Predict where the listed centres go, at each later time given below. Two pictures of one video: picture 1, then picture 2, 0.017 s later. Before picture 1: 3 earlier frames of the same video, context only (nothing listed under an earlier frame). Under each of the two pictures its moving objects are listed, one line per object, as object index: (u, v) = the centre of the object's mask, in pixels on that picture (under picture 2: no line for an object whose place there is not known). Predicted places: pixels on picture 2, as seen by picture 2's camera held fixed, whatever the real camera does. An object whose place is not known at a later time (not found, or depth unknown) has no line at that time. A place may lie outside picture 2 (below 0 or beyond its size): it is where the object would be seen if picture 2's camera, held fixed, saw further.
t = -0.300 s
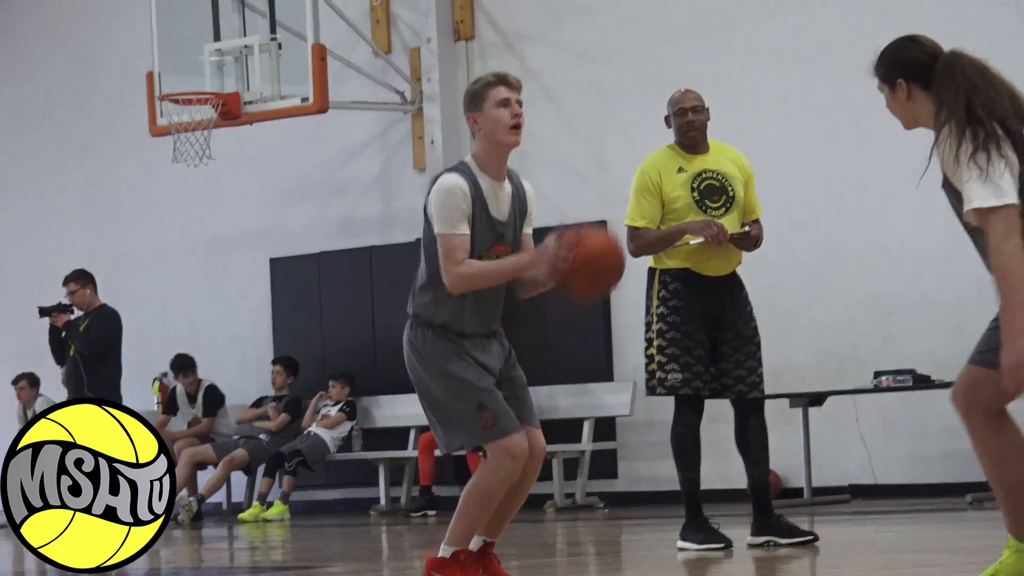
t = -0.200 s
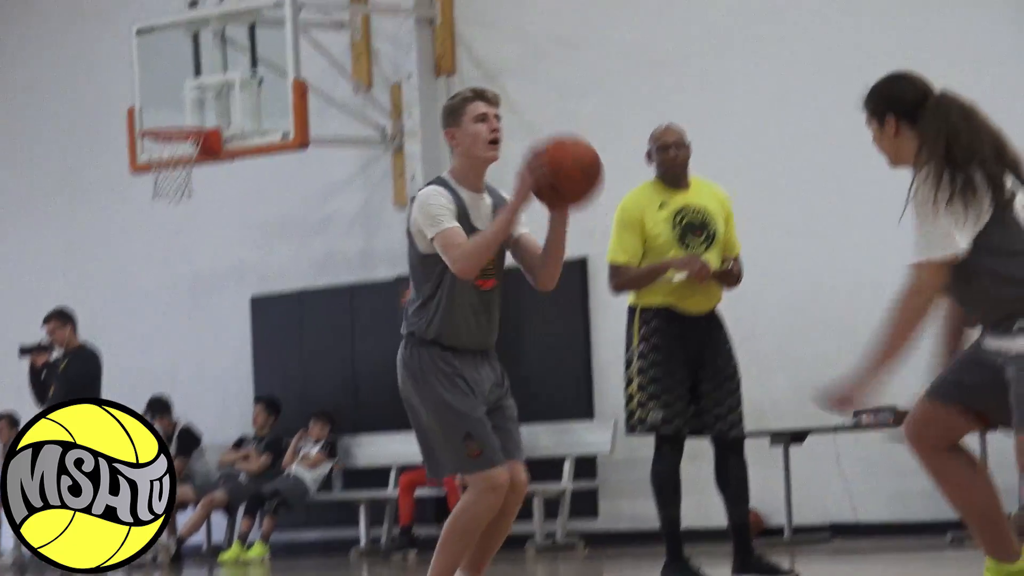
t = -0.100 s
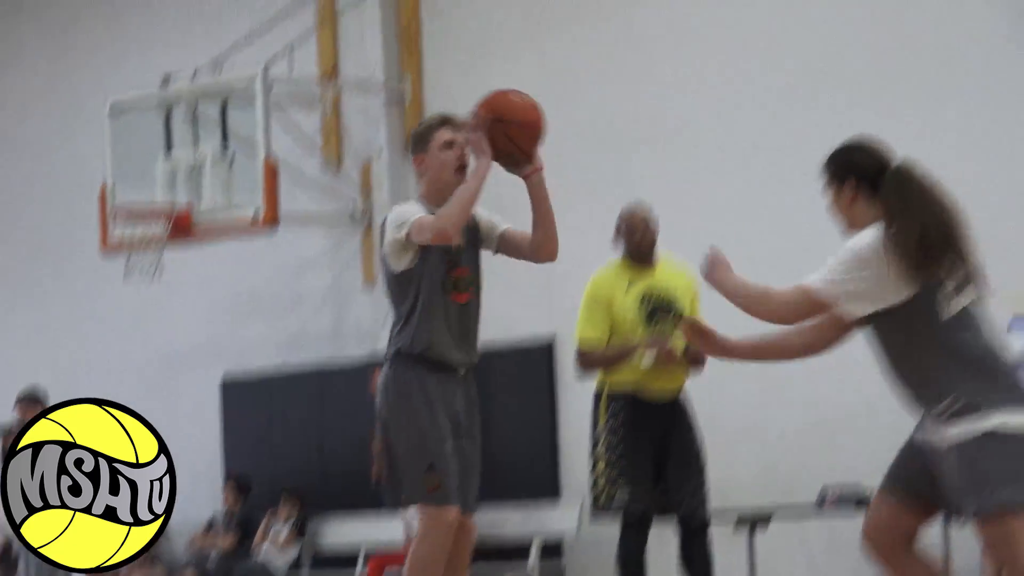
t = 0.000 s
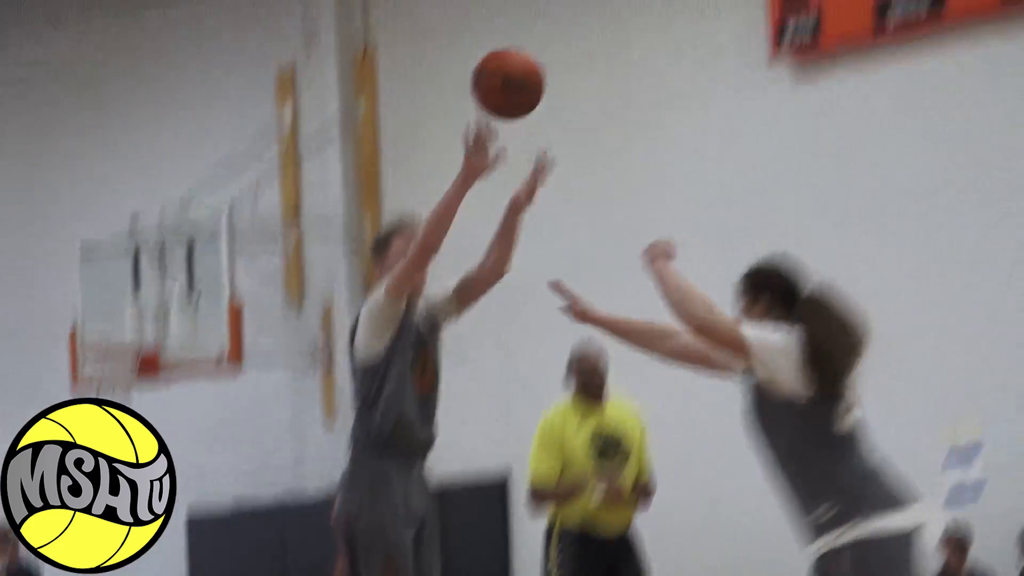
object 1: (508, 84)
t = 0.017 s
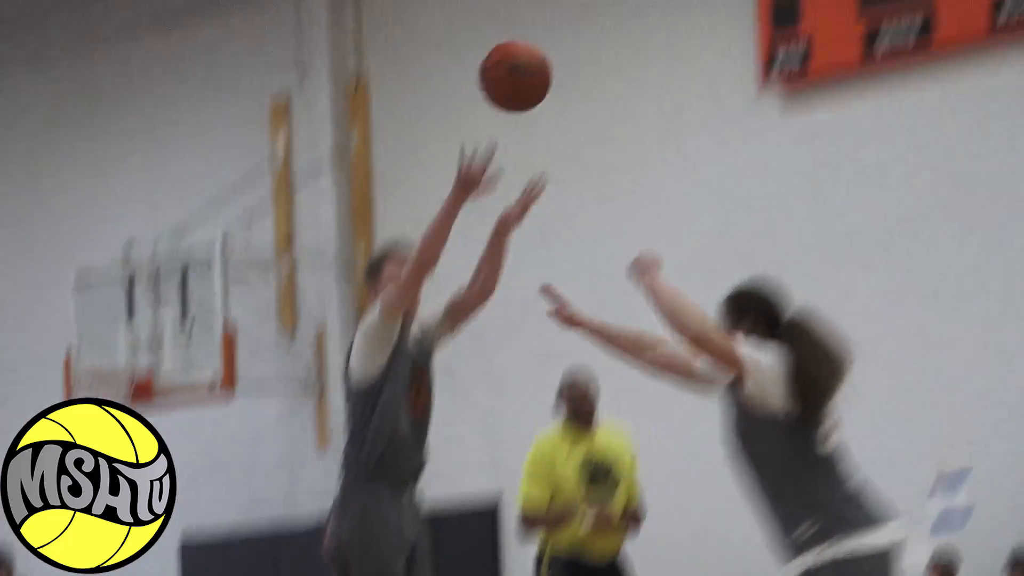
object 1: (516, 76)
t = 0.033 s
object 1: (530, 42)
